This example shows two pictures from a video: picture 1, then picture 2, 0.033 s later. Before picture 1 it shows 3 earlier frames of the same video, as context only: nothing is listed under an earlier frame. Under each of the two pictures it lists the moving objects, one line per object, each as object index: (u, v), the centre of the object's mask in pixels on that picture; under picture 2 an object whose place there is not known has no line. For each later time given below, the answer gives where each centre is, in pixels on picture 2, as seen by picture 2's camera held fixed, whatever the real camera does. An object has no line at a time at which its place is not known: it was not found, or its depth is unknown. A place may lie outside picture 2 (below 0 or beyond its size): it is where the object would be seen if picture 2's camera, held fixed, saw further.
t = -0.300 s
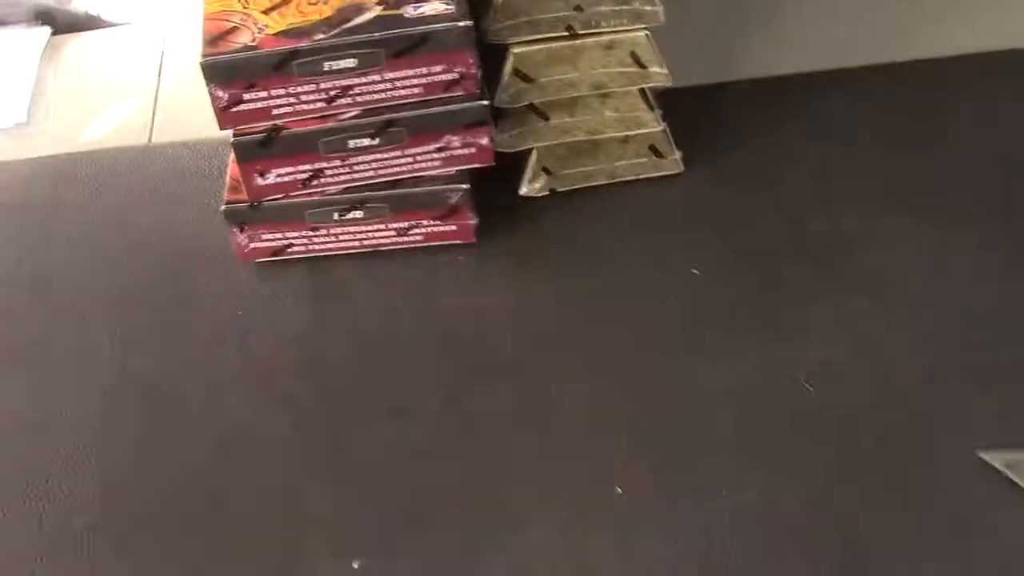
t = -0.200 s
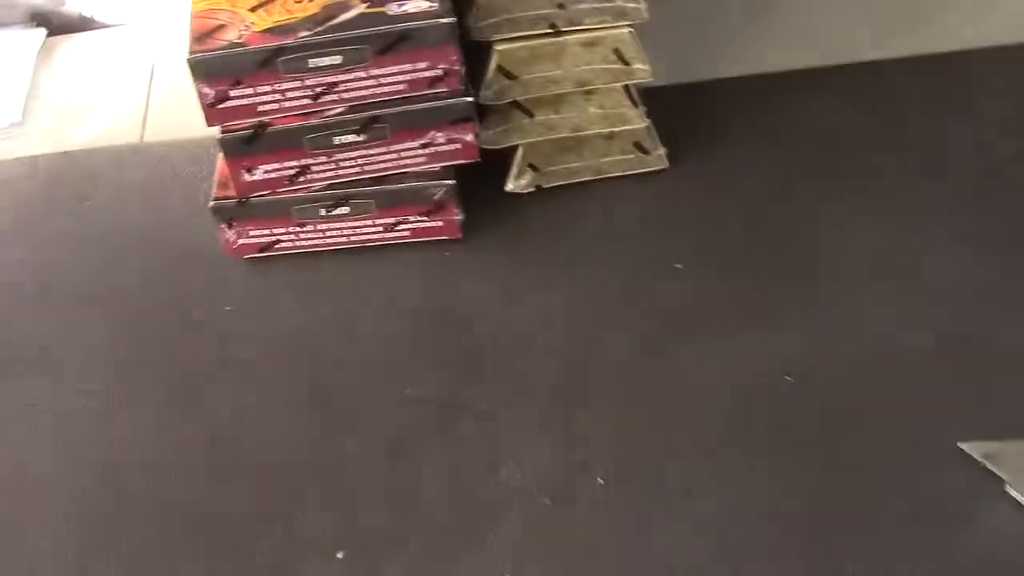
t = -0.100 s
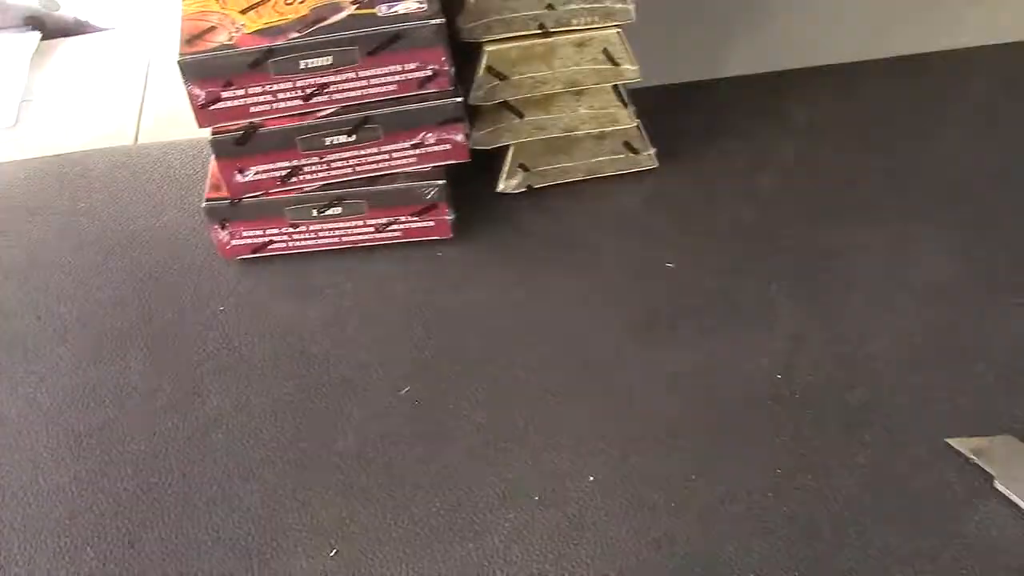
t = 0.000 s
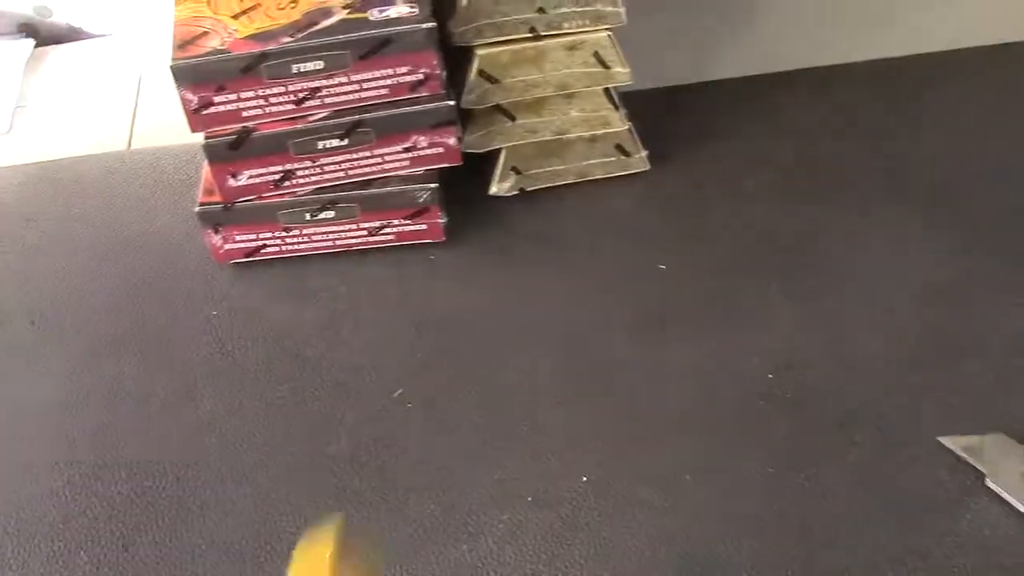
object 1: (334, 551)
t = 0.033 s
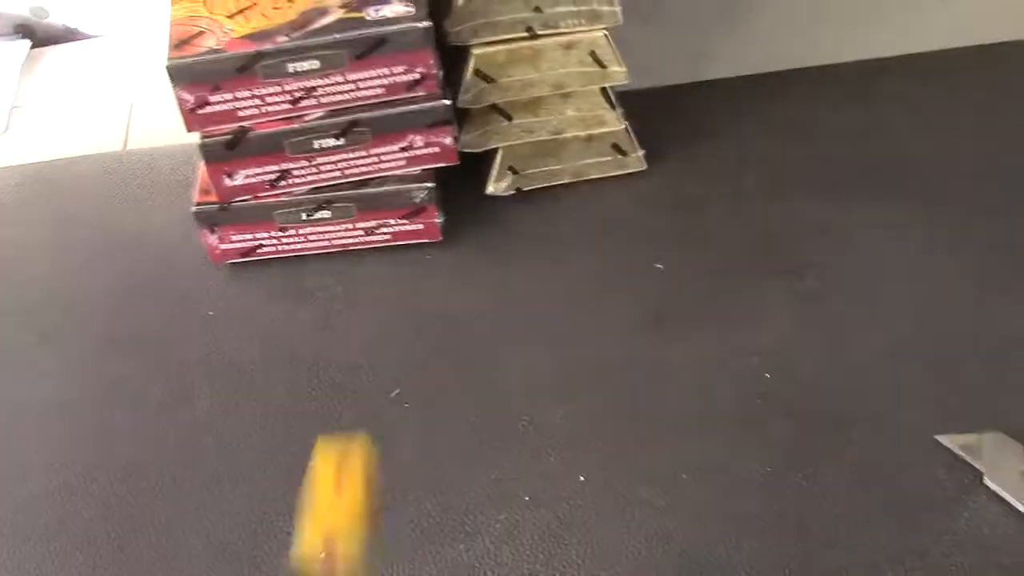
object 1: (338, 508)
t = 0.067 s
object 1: (357, 437)
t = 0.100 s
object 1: (370, 403)
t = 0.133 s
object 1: (370, 360)
